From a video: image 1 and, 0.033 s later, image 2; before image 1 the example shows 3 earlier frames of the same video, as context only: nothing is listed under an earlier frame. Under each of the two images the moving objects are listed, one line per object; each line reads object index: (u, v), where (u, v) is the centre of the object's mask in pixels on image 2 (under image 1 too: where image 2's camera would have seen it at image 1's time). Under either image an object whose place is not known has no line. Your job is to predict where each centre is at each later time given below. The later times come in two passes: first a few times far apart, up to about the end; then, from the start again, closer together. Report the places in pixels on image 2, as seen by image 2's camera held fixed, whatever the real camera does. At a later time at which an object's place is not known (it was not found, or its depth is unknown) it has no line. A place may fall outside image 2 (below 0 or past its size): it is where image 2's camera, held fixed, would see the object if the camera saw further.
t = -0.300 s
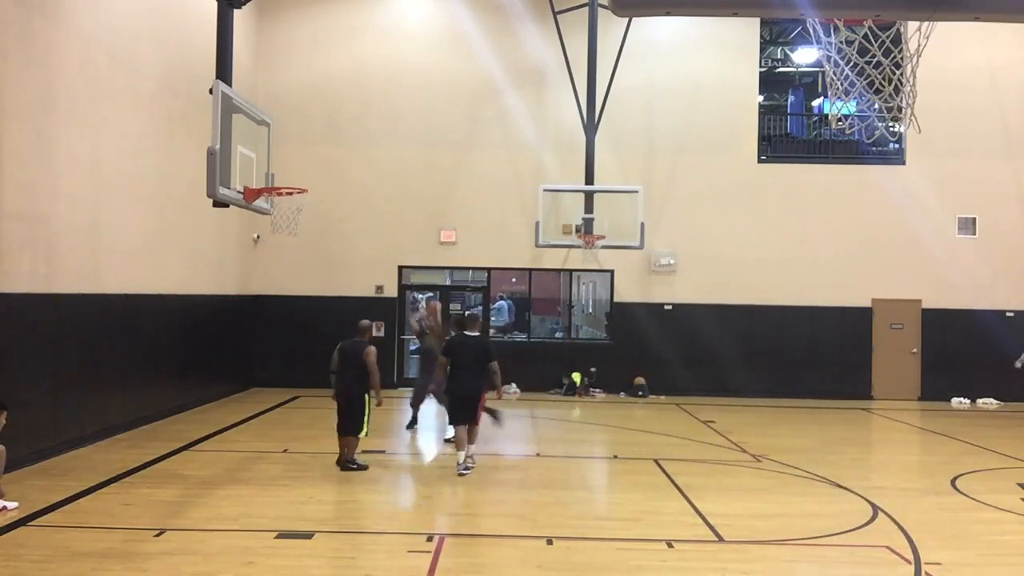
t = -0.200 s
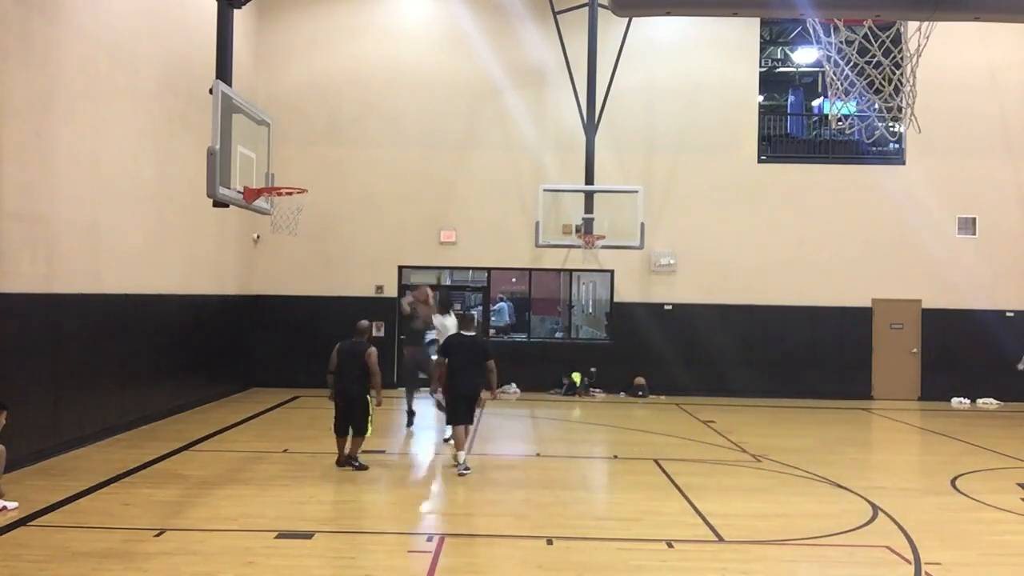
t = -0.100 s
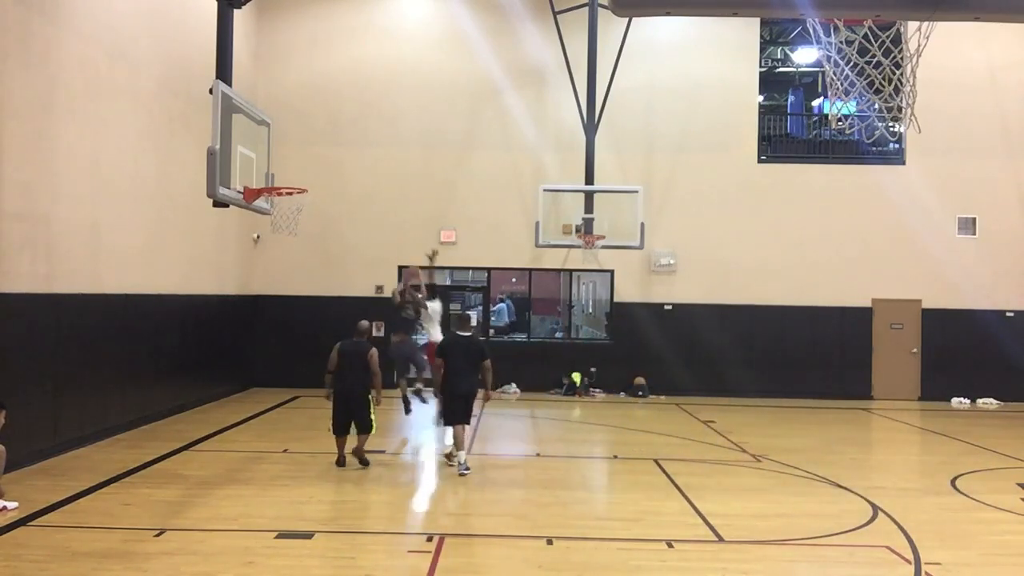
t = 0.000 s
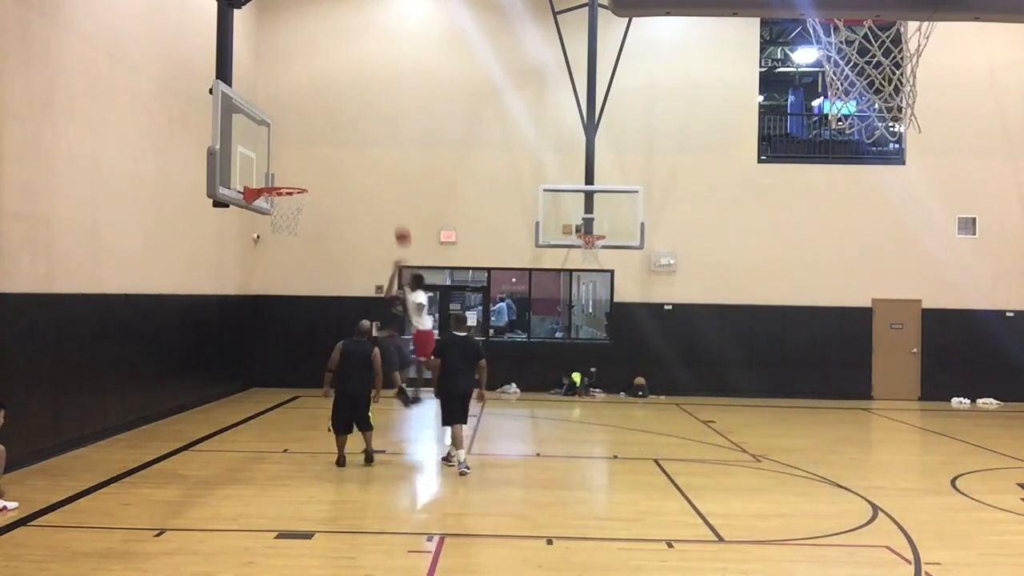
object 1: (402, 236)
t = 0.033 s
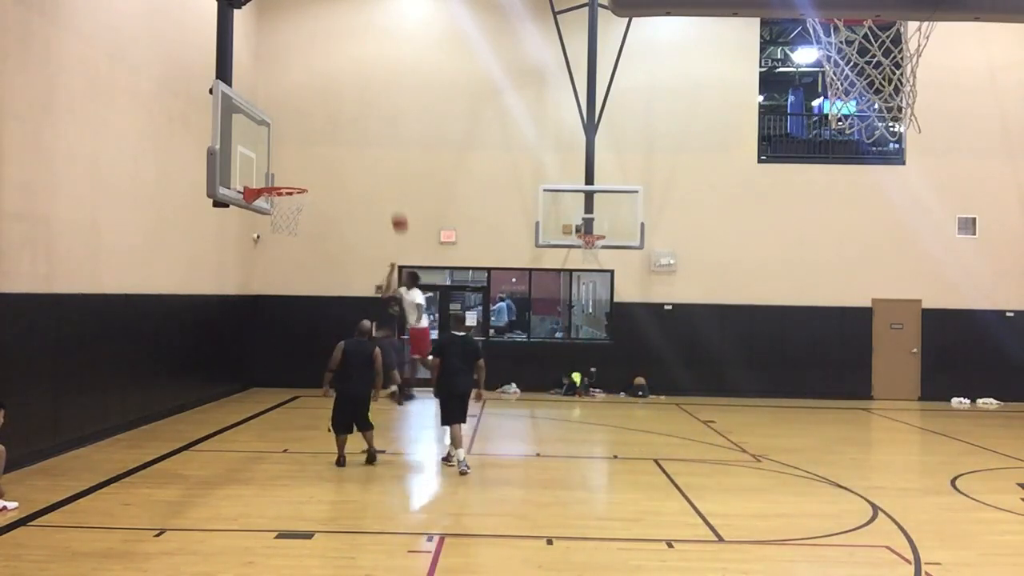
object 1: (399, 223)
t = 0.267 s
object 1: (377, 146)
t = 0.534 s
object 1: (347, 95)
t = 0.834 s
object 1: (305, 100)
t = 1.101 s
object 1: (260, 174)
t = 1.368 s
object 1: (260, 192)
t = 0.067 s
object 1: (396, 210)
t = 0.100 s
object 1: (393, 198)
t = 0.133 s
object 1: (390, 187)
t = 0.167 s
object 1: (387, 176)
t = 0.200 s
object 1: (384, 166)
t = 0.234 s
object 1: (380, 155)
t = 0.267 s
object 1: (377, 146)
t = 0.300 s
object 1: (373, 137)
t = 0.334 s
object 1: (370, 129)
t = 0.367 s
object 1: (366, 122)
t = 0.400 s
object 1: (362, 115)
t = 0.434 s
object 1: (358, 109)
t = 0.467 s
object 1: (354, 104)
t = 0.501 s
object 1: (351, 99)
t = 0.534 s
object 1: (347, 95)
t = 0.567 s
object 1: (342, 92)
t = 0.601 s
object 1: (338, 90)
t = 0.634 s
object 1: (334, 89)
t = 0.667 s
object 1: (329, 88)
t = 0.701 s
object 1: (324, 89)
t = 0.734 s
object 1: (320, 90)
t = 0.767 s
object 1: (315, 92)
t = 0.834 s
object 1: (305, 100)
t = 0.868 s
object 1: (300, 105)
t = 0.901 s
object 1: (295, 111)
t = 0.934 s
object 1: (289, 119)
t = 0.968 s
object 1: (283, 128)
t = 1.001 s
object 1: (278, 137)
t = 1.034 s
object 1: (272, 149)
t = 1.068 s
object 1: (267, 161)
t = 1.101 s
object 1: (260, 174)
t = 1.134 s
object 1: (253, 183)
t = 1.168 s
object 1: (247, 189)
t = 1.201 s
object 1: (245, 192)
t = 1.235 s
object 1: (247, 190)
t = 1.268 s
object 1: (250, 189)
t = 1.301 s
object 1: (253, 189)
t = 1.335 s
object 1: (256, 190)
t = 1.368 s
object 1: (260, 192)
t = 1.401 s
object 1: (264, 195)
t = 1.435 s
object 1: (268, 200)
